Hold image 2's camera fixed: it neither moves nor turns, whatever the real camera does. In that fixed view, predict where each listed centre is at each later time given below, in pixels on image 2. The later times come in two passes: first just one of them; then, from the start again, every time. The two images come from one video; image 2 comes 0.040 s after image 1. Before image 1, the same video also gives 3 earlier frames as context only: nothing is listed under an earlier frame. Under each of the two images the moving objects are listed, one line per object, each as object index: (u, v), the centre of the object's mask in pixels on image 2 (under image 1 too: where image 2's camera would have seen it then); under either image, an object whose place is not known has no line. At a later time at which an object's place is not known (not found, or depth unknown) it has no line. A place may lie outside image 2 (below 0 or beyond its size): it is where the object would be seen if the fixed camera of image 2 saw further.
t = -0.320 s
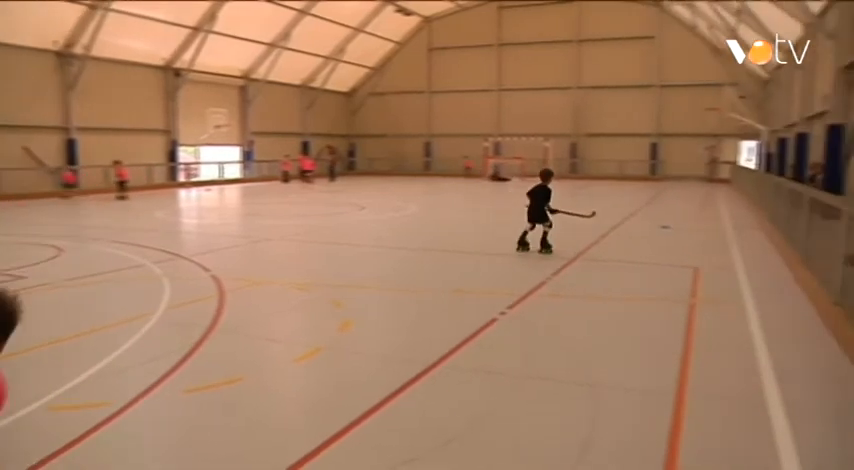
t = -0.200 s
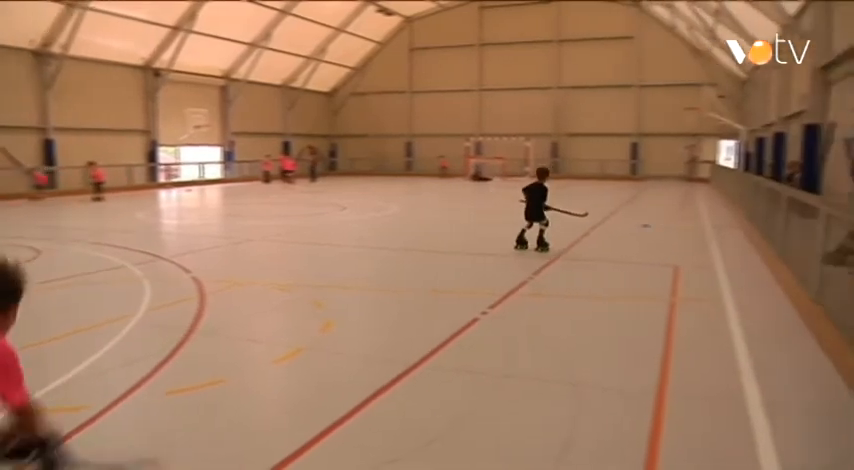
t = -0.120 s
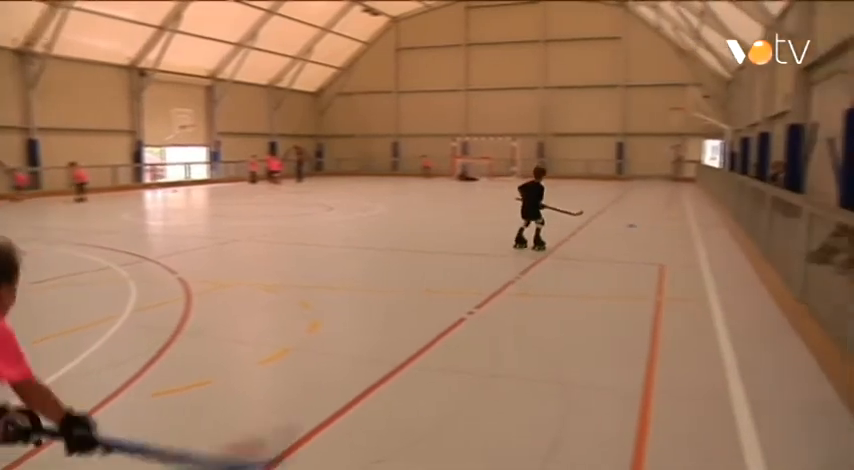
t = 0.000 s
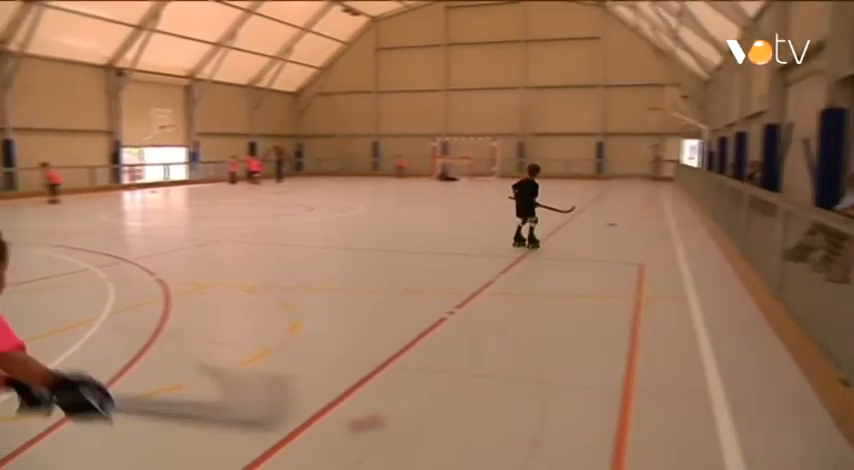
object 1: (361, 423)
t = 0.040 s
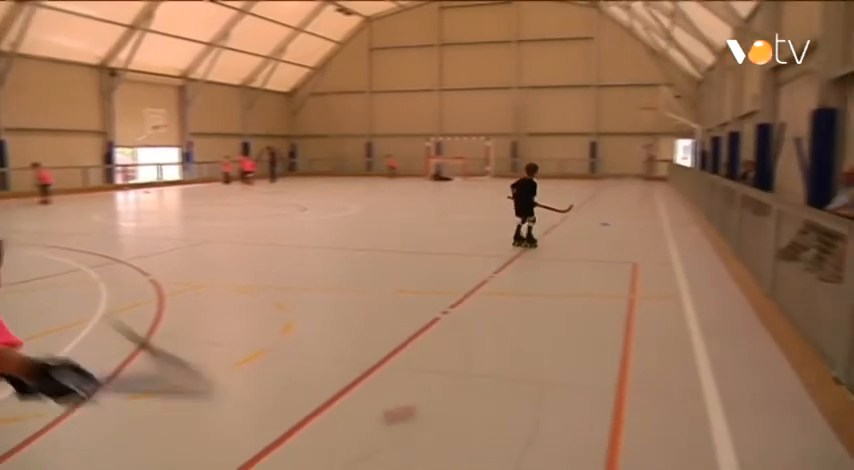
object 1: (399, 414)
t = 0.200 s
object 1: (528, 384)
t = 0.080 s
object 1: (436, 407)
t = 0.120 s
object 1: (471, 399)
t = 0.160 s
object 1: (501, 391)
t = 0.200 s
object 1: (528, 384)
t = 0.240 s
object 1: (553, 378)
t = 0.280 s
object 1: (575, 372)
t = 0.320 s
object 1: (595, 366)
